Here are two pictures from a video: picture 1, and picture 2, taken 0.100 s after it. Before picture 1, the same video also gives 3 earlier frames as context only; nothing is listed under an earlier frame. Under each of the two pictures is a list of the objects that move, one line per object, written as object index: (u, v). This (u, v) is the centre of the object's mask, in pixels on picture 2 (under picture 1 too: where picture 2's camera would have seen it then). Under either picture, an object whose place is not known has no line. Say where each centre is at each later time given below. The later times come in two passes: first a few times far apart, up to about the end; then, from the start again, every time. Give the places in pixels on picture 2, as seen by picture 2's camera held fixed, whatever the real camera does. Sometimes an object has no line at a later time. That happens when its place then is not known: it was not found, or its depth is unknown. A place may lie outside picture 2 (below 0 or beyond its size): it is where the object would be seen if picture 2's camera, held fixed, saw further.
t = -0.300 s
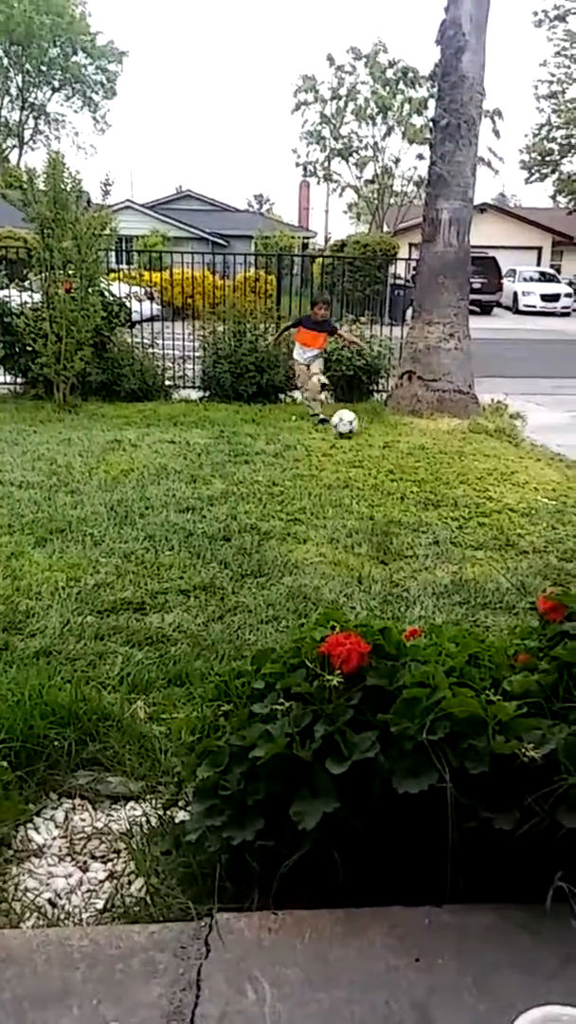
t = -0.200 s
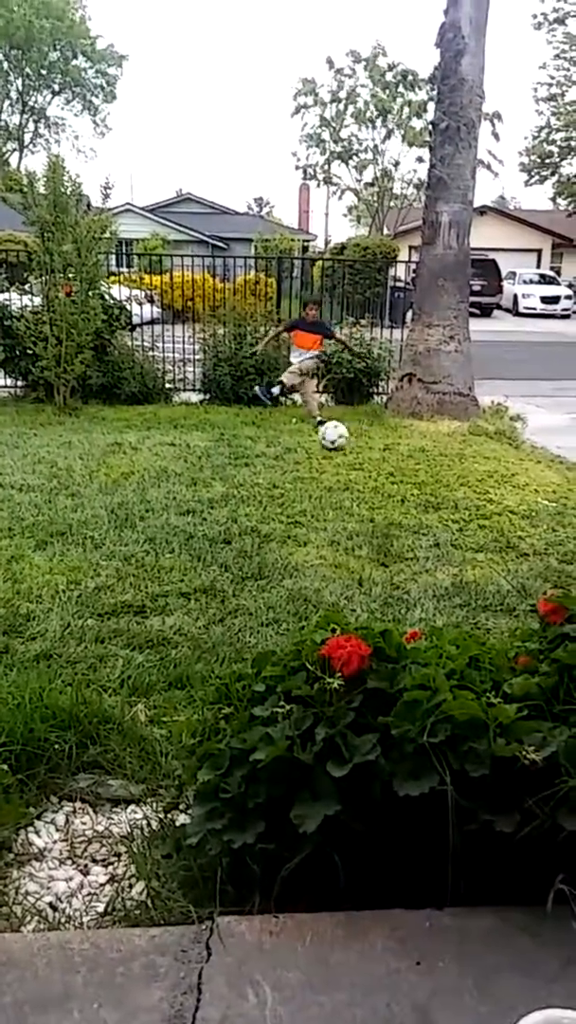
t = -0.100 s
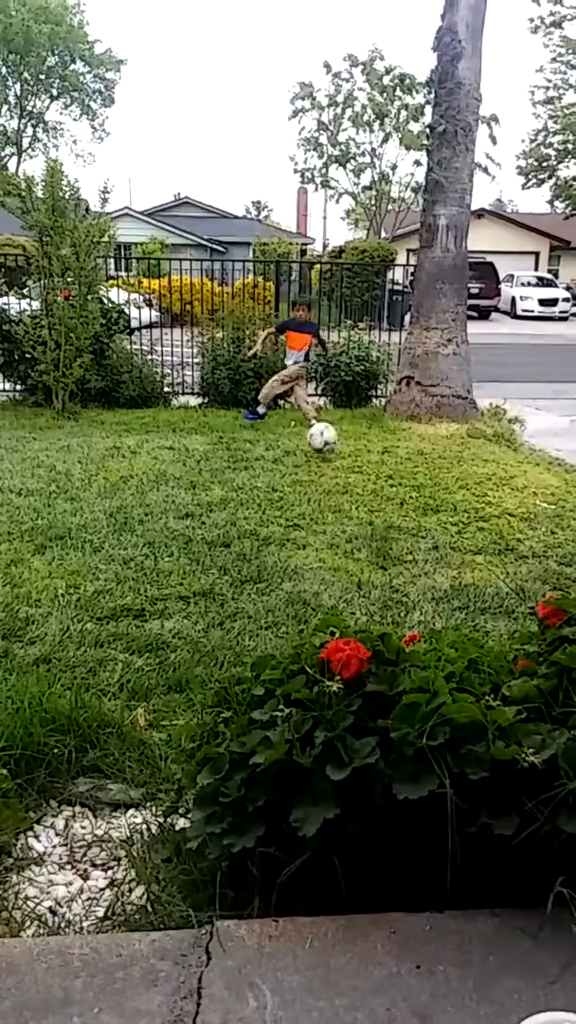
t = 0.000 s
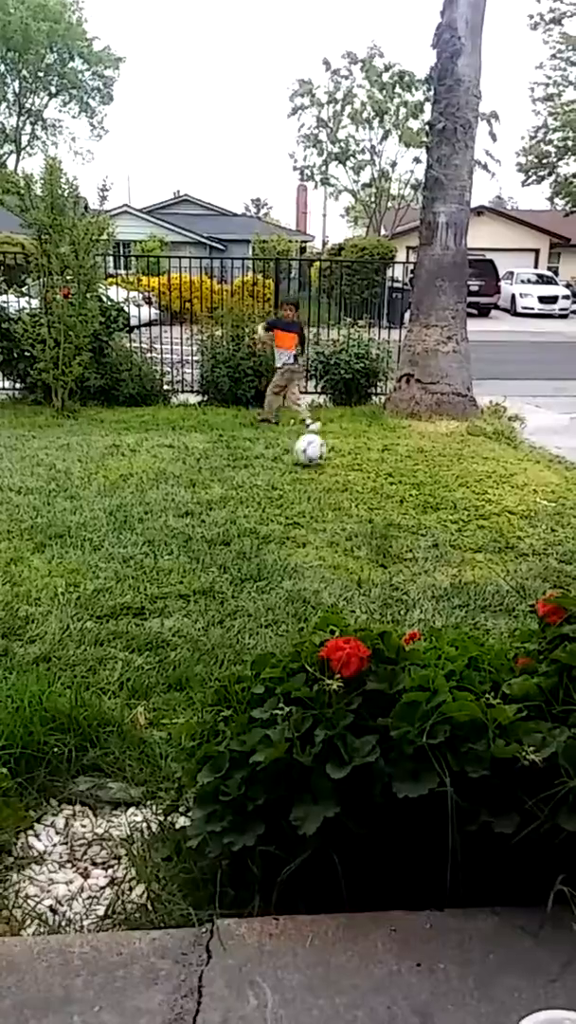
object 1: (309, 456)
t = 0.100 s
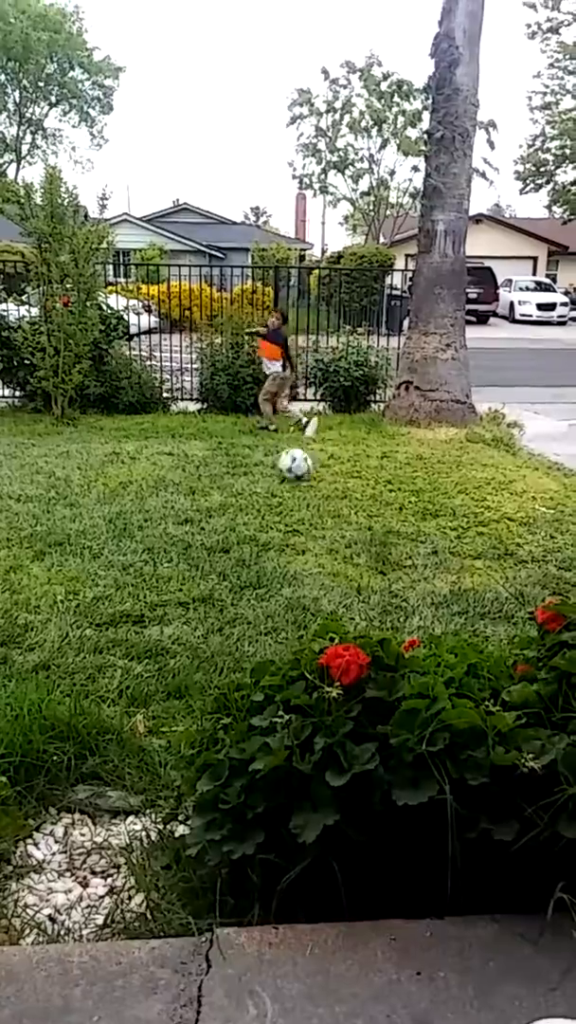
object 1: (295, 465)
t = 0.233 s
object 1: (272, 480)
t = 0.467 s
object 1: (228, 495)
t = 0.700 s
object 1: (181, 516)
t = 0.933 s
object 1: (136, 545)
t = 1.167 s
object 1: (93, 572)
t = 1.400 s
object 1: (45, 598)
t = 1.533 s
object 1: (21, 619)
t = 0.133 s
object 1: (289, 466)
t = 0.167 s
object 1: (284, 469)
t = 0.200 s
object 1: (278, 475)
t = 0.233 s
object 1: (272, 480)
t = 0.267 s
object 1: (266, 482)
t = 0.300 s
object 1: (259, 484)
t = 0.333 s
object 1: (253, 487)
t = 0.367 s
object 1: (247, 489)
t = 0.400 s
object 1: (240, 491)
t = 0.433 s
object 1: (234, 493)
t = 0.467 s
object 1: (228, 495)
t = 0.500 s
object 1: (222, 500)
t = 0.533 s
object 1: (215, 503)
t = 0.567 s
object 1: (209, 507)
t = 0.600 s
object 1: (201, 511)
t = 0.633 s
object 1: (194, 514)
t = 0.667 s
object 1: (188, 516)
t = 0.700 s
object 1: (181, 516)
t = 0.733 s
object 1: (175, 519)
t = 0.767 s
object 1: (170, 521)
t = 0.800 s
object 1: (163, 527)
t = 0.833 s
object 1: (157, 534)
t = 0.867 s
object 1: (149, 542)
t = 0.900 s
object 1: (143, 545)
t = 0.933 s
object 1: (136, 545)
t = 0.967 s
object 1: (131, 544)
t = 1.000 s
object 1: (125, 547)
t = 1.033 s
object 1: (118, 551)
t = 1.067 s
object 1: (112, 558)
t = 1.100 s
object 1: (106, 567)
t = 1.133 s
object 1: (100, 574)
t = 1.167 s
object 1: (93, 572)
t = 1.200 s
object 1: (86, 575)
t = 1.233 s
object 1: (78, 578)
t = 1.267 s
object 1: (71, 584)
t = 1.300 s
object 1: (63, 591)
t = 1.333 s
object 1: (57, 596)
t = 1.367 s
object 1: (51, 598)
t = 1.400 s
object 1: (45, 598)
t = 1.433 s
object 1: (39, 602)
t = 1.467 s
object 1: (33, 605)
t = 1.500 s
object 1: (27, 613)
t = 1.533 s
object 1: (21, 619)
